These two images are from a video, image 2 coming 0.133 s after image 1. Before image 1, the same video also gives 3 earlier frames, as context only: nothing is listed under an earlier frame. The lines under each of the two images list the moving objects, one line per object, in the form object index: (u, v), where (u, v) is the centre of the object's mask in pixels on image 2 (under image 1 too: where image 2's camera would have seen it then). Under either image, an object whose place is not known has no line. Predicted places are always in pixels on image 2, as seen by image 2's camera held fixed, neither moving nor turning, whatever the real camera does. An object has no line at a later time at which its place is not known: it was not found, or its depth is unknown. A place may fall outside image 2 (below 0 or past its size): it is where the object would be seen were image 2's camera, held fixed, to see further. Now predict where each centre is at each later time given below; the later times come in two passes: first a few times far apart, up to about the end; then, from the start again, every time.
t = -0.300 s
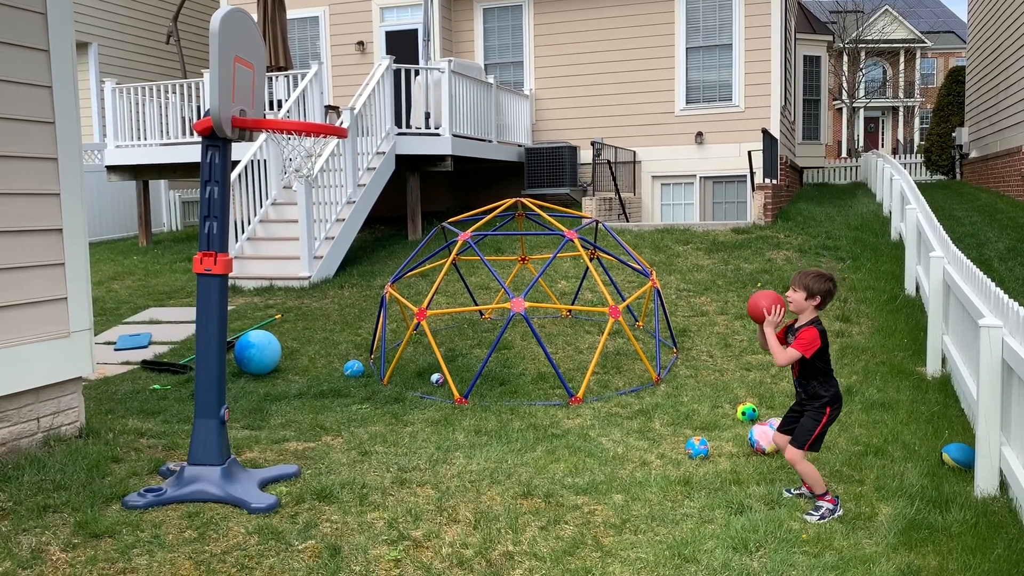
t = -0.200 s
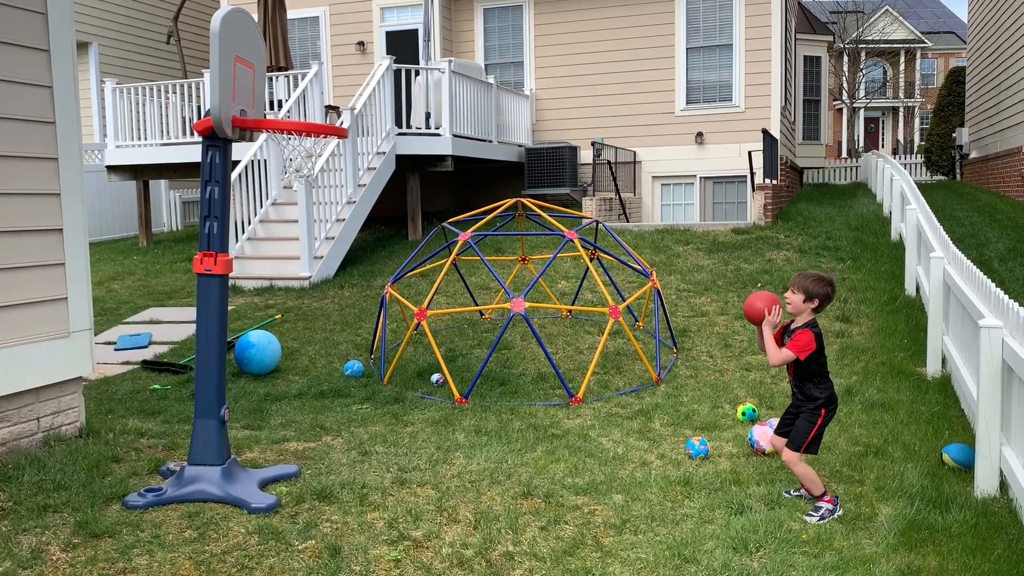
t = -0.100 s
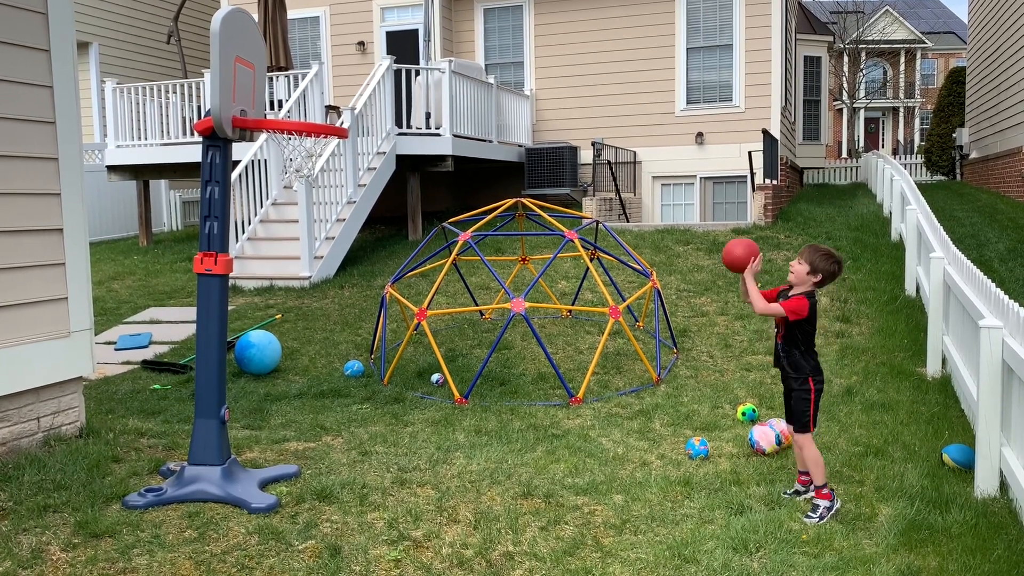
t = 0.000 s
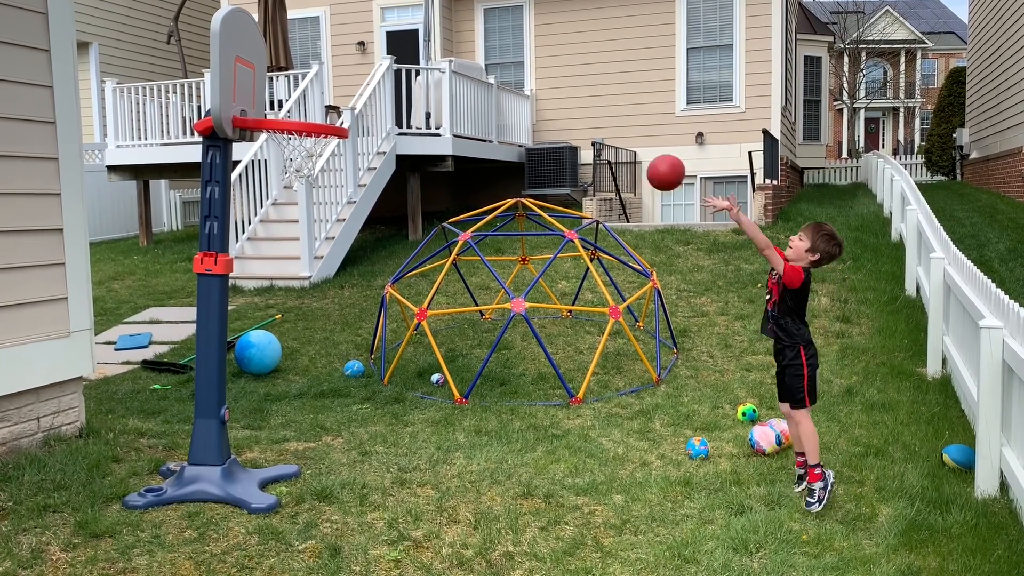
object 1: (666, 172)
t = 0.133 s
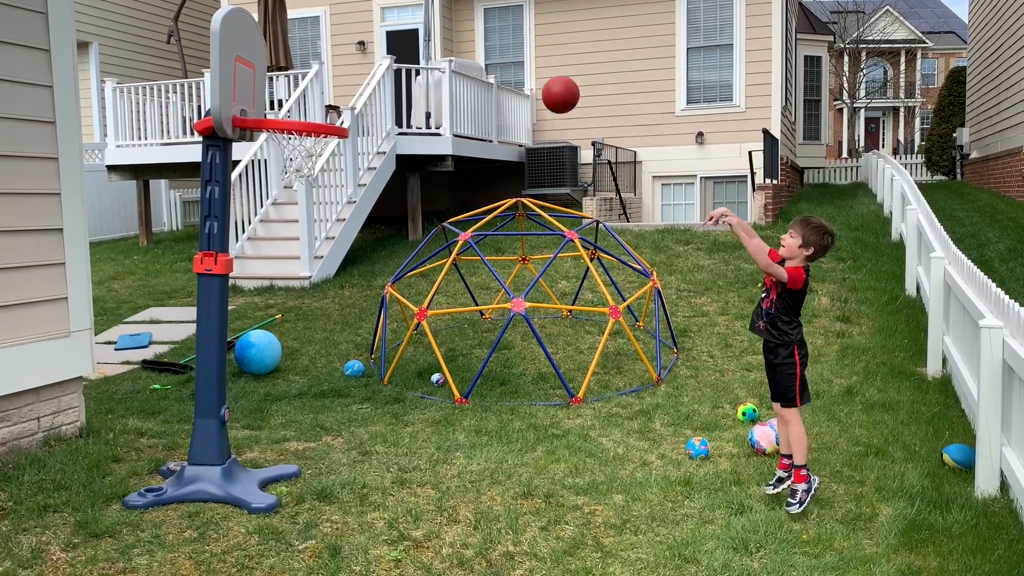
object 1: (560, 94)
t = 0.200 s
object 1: (509, 70)
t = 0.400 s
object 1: (358, 57)
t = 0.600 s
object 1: (289, 104)
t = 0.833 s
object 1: (324, 107)
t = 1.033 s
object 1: (310, 145)
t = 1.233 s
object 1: (295, 167)
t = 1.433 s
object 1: (298, 184)
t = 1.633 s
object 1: (296, 262)
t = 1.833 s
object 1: (298, 418)
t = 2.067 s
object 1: (299, 393)
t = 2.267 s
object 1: (300, 367)
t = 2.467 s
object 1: (302, 425)
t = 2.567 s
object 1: (305, 475)
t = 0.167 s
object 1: (534, 81)
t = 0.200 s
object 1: (509, 70)
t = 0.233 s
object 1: (483, 61)
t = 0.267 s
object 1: (458, 56)
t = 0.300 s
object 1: (433, 52)
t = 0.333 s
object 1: (407, 51)
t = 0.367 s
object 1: (383, 53)
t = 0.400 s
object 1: (358, 57)
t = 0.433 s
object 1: (334, 65)
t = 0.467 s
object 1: (310, 74)
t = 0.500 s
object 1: (287, 85)
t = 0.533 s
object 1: (263, 100)
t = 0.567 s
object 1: (272, 102)
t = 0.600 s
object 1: (289, 104)
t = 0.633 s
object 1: (306, 107)
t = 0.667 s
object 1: (323, 112)
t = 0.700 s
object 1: (325, 109)
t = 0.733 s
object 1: (325, 106)
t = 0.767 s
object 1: (325, 105)
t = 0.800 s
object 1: (325, 105)
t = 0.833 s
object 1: (324, 107)
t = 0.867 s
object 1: (323, 110)
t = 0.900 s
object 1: (323, 113)
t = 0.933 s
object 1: (320, 123)
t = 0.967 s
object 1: (317, 133)
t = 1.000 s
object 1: (313, 138)
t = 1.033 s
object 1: (310, 145)
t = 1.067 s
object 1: (307, 149)
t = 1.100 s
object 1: (303, 153)
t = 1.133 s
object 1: (300, 158)
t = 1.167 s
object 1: (296, 161)
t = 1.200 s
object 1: (295, 164)
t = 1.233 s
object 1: (295, 167)
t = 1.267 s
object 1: (297, 169)
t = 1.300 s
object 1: (298, 171)
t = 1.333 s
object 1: (299, 173)
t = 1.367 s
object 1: (299, 175)
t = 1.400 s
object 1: (299, 179)
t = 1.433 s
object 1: (298, 184)
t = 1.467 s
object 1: (298, 191)
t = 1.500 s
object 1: (297, 201)
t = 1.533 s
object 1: (297, 213)
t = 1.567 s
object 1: (297, 227)
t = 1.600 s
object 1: (296, 244)
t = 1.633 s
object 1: (296, 262)
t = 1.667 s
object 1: (296, 283)
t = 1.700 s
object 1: (296, 307)
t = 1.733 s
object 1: (296, 332)
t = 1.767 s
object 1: (297, 358)
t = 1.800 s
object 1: (297, 388)
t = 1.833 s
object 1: (298, 418)
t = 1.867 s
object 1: (299, 451)
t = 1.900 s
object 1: (300, 476)
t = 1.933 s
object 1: (300, 455)
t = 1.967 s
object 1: (299, 436)
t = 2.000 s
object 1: (299, 419)
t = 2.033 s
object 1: (299, 405)
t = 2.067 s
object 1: (299, 393)
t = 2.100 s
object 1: (299, 383)
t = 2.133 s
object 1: (299, 375)
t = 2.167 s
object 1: (299, 370)
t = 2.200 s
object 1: (299, 367)
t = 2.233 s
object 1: (299, 366)
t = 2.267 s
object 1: (300, 367)
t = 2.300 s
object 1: (300, 371)
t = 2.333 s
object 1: (300, 377)
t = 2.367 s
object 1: (301, 386)
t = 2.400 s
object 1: (301, 396)
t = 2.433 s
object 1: (302, 409)
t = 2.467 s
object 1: (302, 425)
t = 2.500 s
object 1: (303, 442)
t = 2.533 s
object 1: (304, 462)
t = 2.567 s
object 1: (305, 475)
